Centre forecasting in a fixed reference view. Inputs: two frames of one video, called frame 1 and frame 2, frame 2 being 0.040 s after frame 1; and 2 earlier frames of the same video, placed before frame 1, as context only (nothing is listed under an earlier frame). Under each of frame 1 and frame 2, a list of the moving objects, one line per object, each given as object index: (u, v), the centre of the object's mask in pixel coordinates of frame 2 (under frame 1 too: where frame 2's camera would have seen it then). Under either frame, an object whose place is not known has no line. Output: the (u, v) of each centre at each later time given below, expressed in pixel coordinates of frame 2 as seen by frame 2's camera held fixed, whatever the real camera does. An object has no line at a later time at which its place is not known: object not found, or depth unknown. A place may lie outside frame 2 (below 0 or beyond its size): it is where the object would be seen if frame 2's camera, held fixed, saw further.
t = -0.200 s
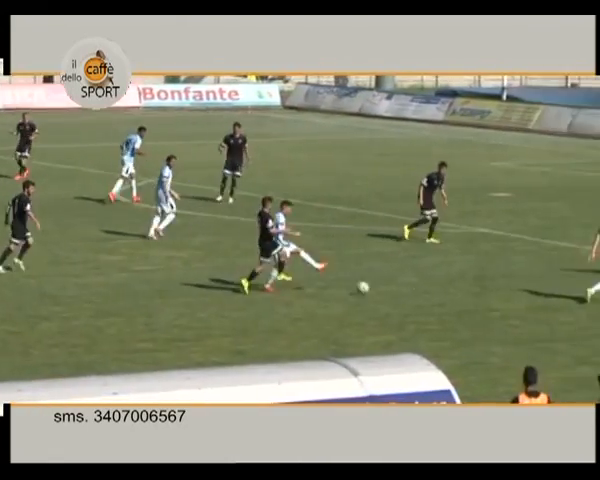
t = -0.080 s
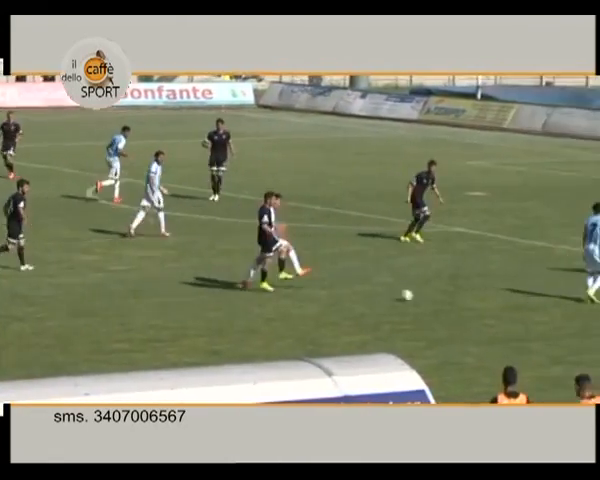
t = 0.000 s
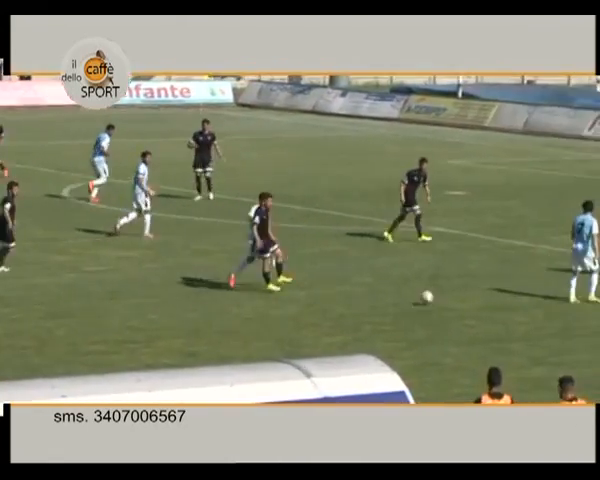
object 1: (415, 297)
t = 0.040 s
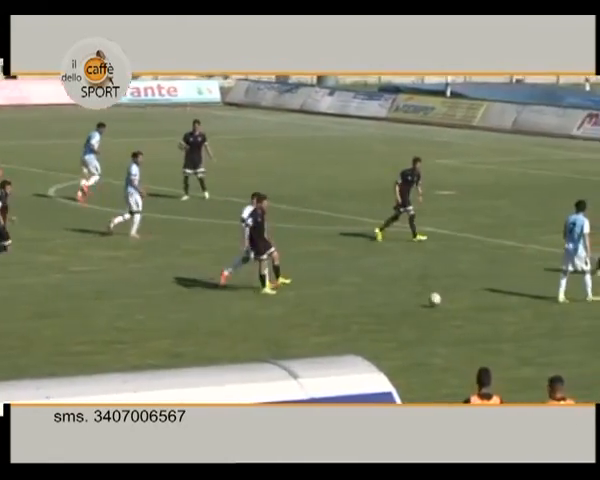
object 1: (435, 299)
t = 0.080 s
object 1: (454, 302)
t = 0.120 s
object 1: (474, 305)
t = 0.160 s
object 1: (492, 303)
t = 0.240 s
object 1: (529, 302)
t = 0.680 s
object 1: (729, 325)
